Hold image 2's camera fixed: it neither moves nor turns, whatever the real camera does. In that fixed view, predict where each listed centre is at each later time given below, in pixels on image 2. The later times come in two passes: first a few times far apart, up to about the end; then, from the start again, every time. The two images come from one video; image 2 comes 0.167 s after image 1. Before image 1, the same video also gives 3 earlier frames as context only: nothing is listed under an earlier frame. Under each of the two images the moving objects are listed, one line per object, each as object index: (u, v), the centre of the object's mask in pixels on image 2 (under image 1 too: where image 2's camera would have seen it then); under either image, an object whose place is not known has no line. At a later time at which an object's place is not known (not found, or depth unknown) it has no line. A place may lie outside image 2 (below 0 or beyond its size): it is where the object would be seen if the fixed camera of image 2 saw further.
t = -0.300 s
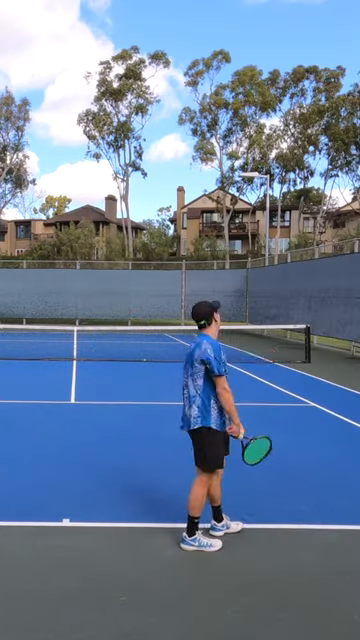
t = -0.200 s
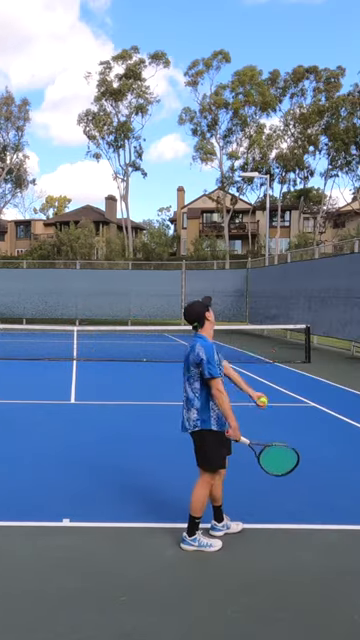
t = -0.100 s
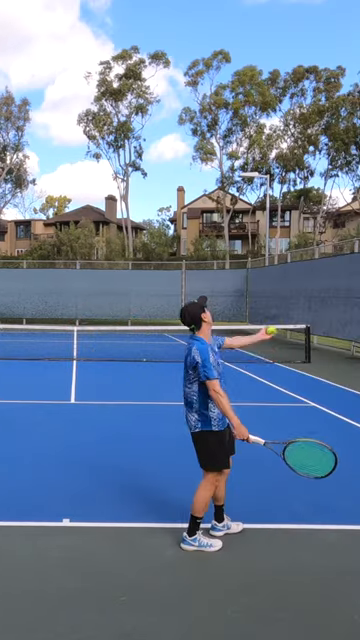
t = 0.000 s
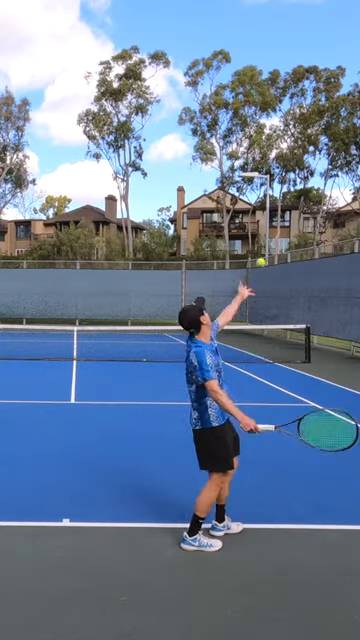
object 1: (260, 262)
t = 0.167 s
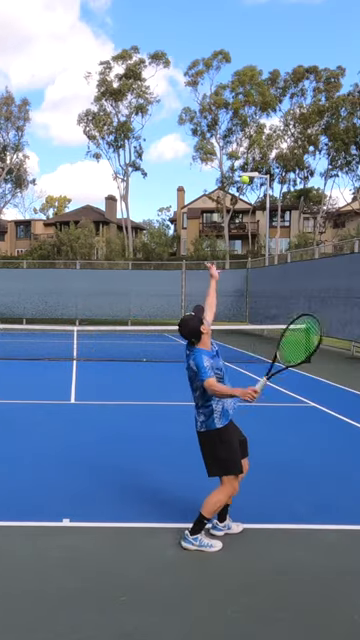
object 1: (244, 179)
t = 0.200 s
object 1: (240, 167)
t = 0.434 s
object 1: (217, 122)
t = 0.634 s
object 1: (197, 136)
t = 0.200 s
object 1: (240, 167)
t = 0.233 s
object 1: (237, 156)
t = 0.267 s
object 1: (235, 148)
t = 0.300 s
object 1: (231, 139)
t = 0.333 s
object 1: (228, 132)
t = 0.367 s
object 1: (224, 127)
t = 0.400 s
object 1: (220, 124)
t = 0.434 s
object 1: (217, 122)
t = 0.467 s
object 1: (214, 121)
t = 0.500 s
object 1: (211, 122)
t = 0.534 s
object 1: (207, 123)
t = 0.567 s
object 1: (203, 125)
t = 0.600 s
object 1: (200, 130)
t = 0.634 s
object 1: (197, 136)
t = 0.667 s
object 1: (194, 143)
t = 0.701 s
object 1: (190, 151)
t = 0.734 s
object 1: (187, 160)
